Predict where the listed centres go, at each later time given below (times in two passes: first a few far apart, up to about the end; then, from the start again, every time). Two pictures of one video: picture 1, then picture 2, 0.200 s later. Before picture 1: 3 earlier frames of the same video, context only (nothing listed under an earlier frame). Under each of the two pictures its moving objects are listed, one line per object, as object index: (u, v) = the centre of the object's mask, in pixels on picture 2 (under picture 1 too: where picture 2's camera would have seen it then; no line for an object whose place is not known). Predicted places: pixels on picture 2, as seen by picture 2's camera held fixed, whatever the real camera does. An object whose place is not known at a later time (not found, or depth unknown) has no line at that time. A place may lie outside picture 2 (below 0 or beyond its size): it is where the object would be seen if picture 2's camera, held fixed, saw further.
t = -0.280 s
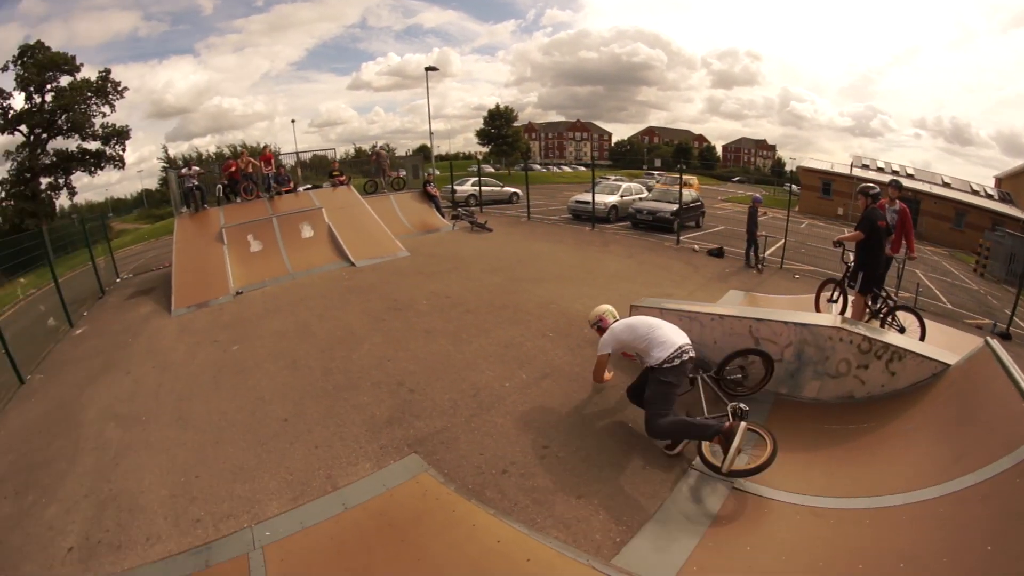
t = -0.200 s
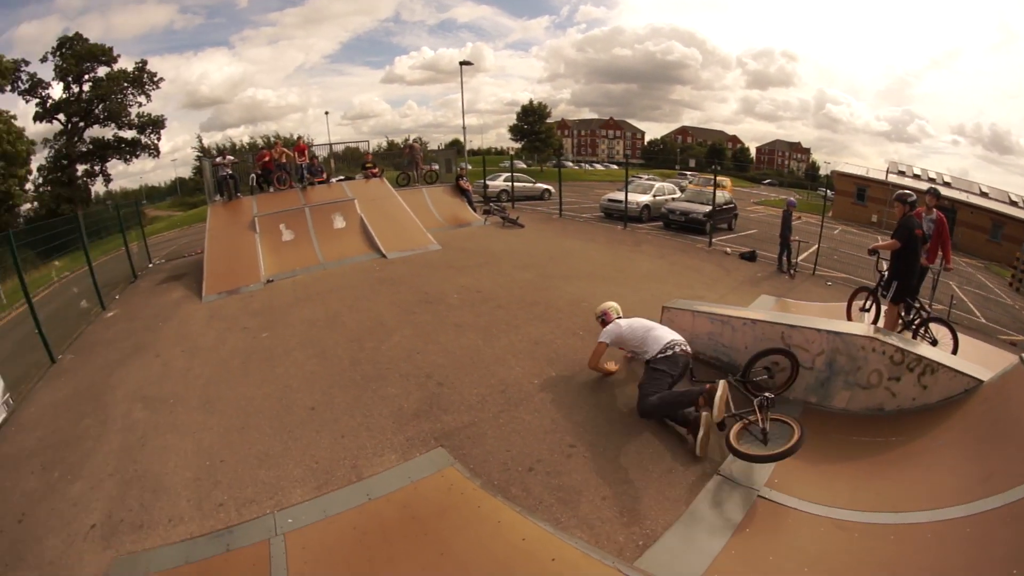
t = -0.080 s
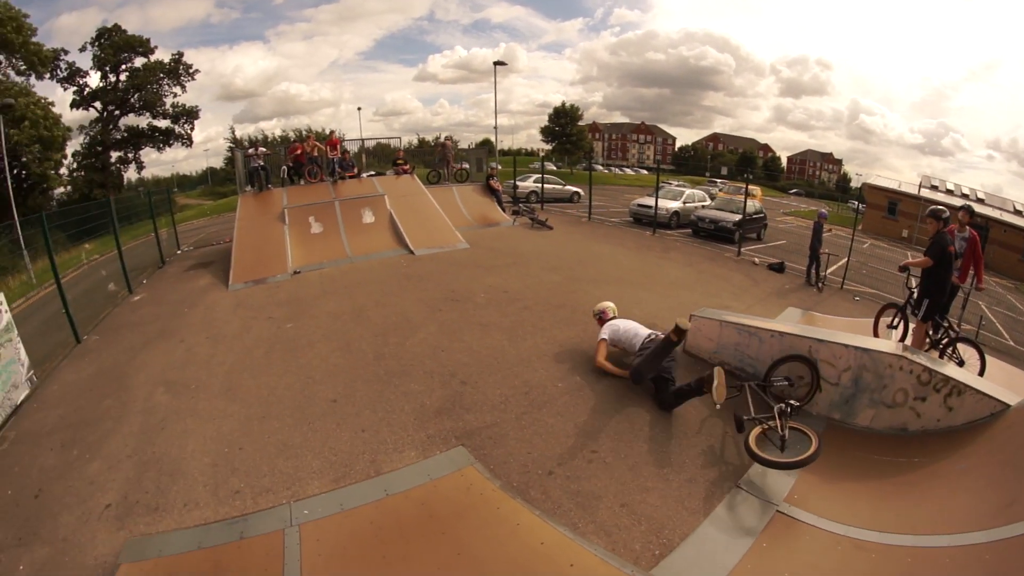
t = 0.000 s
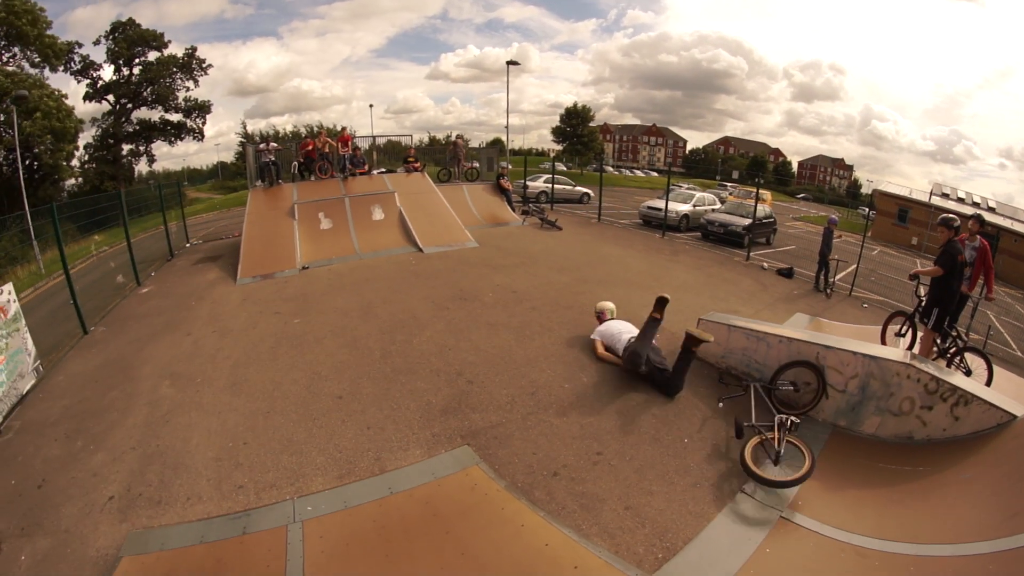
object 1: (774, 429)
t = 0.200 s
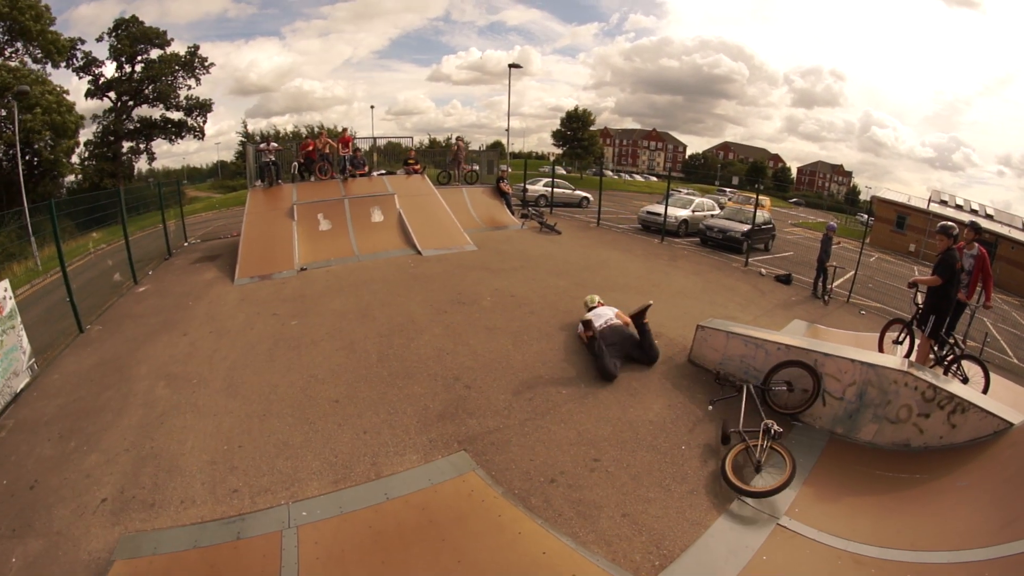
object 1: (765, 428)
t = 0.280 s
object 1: (759, 429)
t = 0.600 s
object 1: (750, 435)
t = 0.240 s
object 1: (762, 427)
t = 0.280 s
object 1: (759, 429)
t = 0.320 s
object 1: (755, 431)
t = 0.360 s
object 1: (754, 431)
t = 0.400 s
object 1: (752, 431)
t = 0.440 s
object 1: (750, 432)
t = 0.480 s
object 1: (750, 432)
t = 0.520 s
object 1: (750, 433)
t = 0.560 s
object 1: (751, 434)
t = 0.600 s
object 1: (750, 435)
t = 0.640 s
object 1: (750, 437)
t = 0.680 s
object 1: (749, 439)
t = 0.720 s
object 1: (747, 440)
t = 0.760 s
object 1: (746, 440)
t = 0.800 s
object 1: (746, 440)
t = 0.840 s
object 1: (746, 440)
